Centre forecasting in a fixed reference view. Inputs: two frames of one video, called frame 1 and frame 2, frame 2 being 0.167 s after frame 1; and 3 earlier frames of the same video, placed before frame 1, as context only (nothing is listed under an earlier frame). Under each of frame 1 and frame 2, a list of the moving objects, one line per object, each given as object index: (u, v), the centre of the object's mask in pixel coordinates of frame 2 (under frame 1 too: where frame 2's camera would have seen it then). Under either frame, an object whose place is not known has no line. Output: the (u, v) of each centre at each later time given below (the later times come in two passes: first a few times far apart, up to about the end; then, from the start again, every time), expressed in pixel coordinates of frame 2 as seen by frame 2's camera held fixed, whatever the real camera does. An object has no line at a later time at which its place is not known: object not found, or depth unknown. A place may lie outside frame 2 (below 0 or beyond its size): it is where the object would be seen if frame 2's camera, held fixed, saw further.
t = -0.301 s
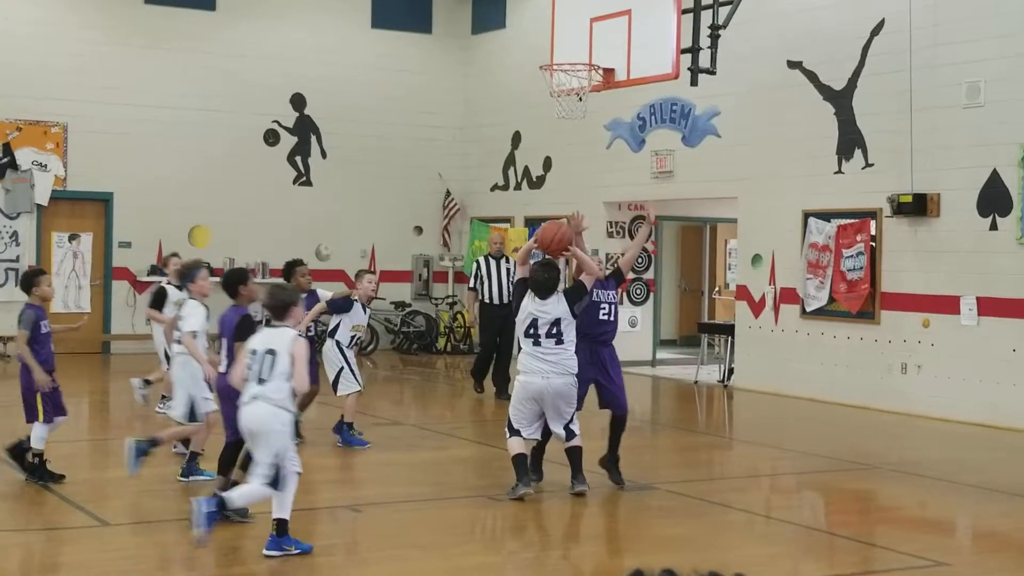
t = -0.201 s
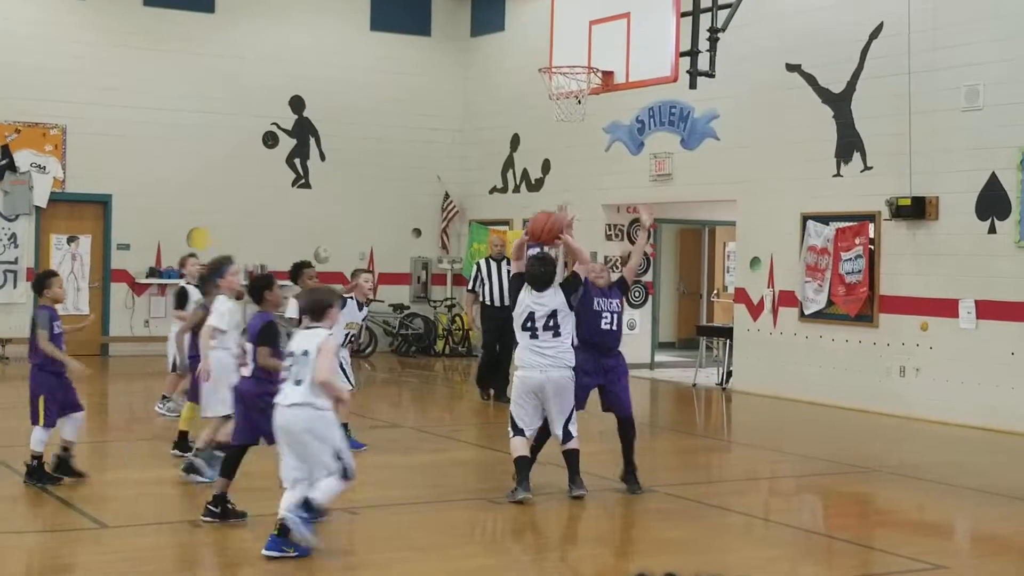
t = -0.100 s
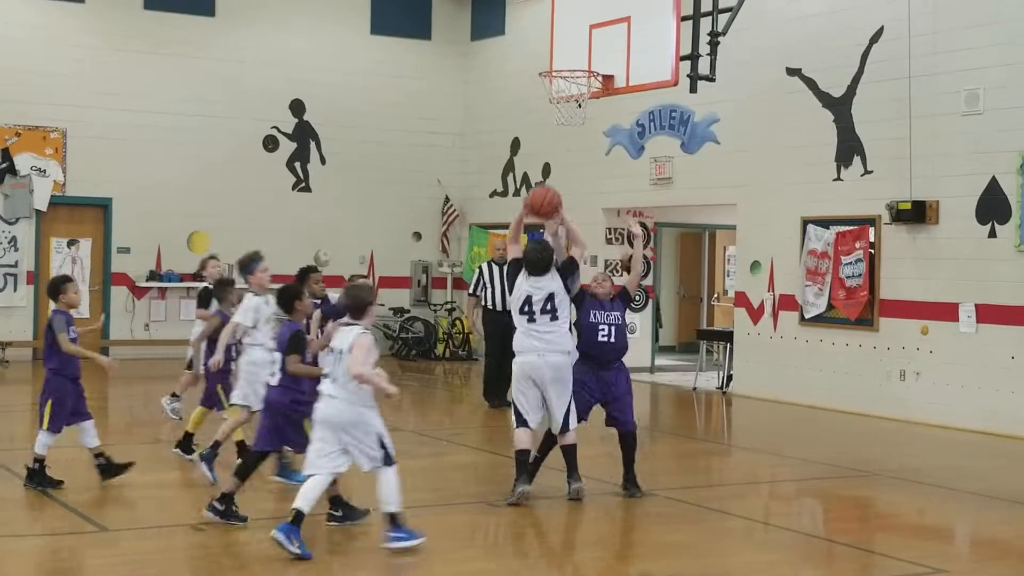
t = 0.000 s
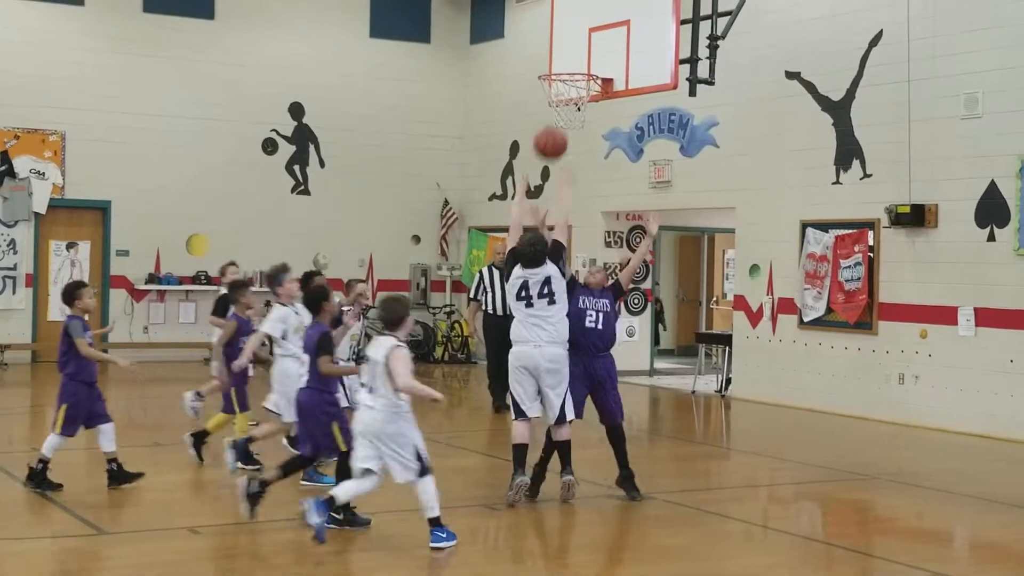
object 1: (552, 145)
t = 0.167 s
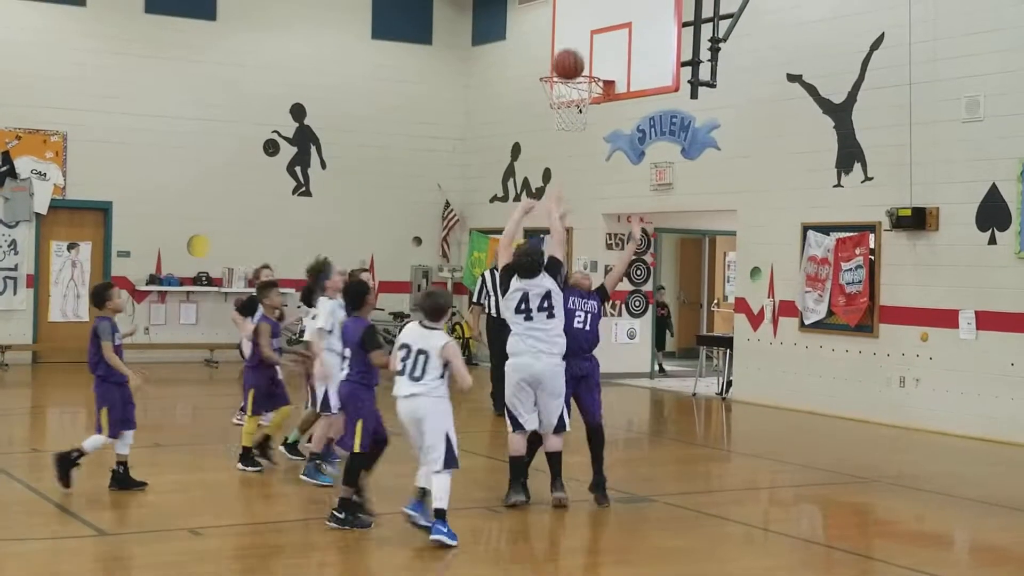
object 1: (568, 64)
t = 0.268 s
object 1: (577, 39)
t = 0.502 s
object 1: (595, 32)
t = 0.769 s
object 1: (542, 56)
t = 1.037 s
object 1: (480, 52)
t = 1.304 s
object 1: (416, 134)
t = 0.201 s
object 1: (571, 54)
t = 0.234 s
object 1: (574, 46)
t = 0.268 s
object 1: (577, 39)
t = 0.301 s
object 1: (580, 33)
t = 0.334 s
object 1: (583, 30)
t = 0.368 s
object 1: (585, 28)
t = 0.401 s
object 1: (588, 27)
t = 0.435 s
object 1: (591, 27)
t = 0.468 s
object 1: (593, 29)
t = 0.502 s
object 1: (595, 32)
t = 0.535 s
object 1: (597, 37)
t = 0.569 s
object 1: (599, 42)
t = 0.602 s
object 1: (594, 48)
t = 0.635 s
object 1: (582, 52)
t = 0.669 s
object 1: (570, 58)
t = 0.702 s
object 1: (558, 65)
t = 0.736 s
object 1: (549, 62)
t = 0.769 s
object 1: (542, 56)
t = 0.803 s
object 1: (534, 51)
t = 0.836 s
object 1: (527, 47)
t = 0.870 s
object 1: (519, 45)
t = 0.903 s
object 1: (511, 44)
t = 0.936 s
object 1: (504, 44)
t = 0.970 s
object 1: (496, 45)
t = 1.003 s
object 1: (488, 48)
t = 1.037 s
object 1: (480, 52)
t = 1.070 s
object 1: (472, 57)
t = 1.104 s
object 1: (465, 64)
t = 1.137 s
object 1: (457, 72)
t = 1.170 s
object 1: (449, 82)
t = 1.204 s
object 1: (440, 93)
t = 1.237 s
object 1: (432, 105)
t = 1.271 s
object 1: (424, 119)
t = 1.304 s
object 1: (416, 134)
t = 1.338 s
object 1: (408, 150)
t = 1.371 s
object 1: (400, 167)
